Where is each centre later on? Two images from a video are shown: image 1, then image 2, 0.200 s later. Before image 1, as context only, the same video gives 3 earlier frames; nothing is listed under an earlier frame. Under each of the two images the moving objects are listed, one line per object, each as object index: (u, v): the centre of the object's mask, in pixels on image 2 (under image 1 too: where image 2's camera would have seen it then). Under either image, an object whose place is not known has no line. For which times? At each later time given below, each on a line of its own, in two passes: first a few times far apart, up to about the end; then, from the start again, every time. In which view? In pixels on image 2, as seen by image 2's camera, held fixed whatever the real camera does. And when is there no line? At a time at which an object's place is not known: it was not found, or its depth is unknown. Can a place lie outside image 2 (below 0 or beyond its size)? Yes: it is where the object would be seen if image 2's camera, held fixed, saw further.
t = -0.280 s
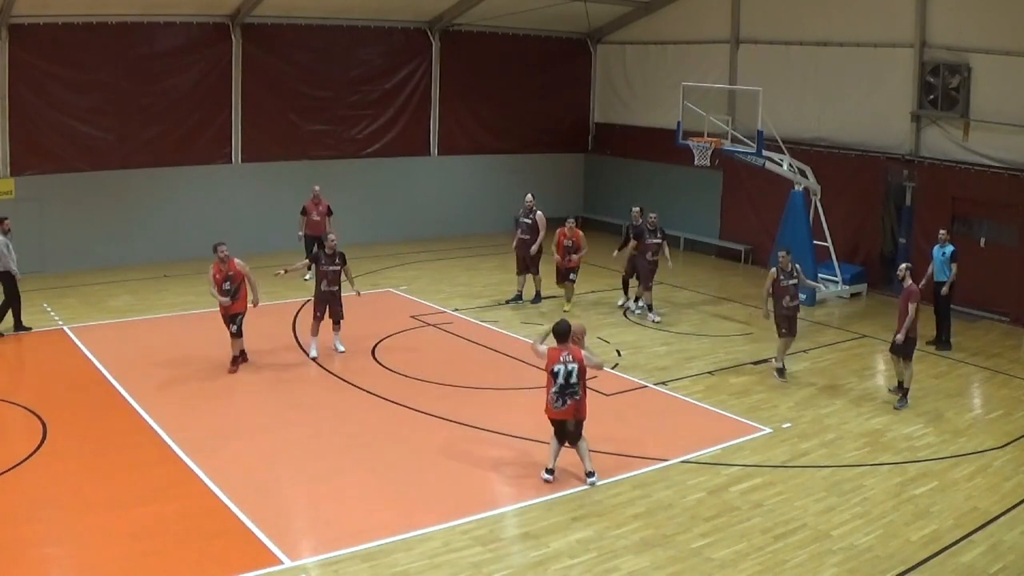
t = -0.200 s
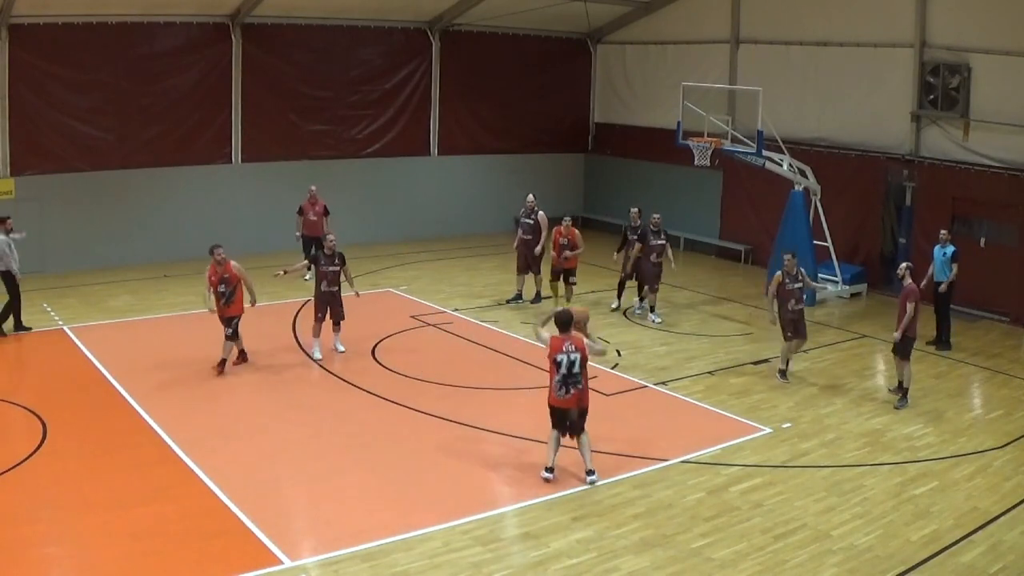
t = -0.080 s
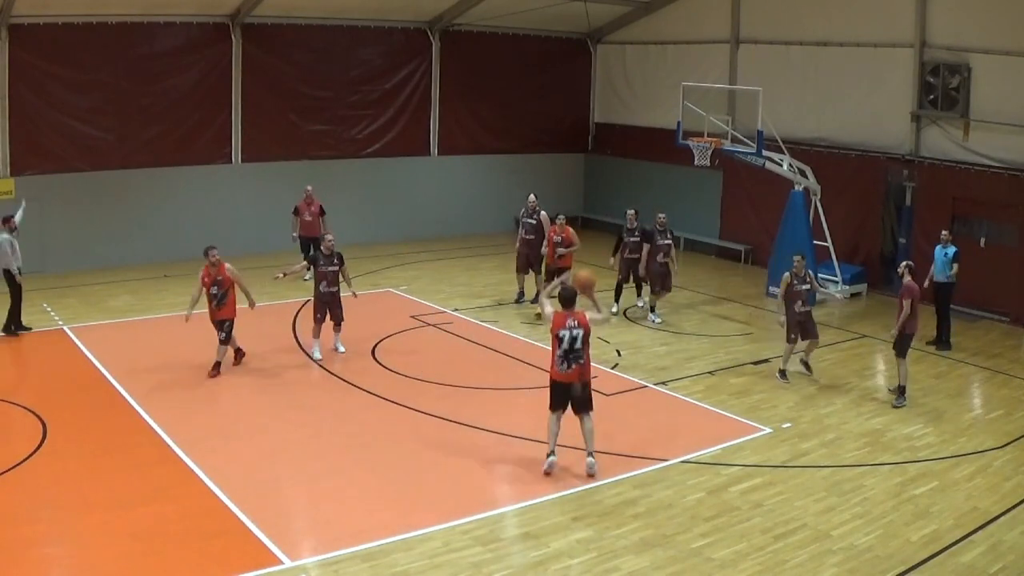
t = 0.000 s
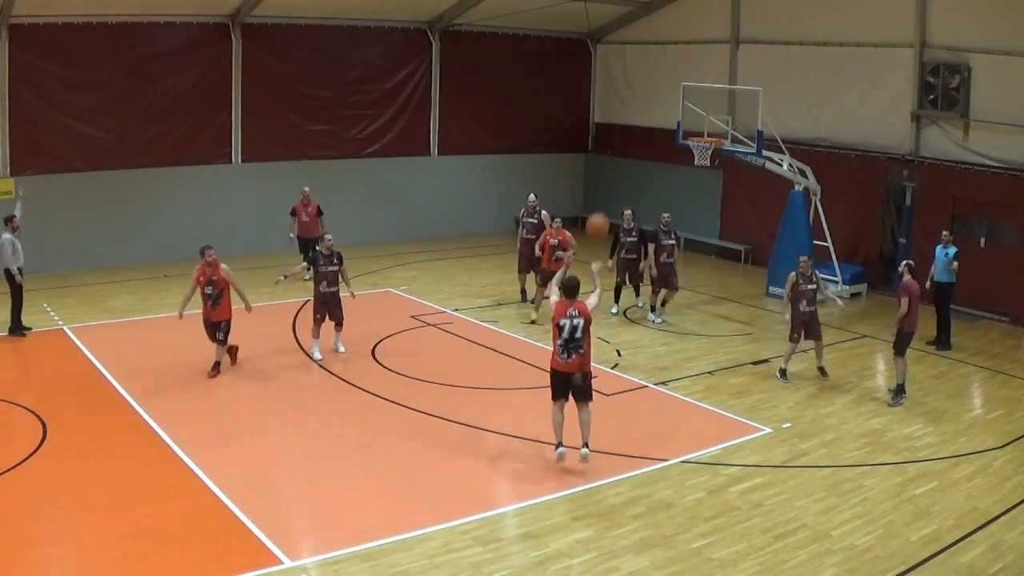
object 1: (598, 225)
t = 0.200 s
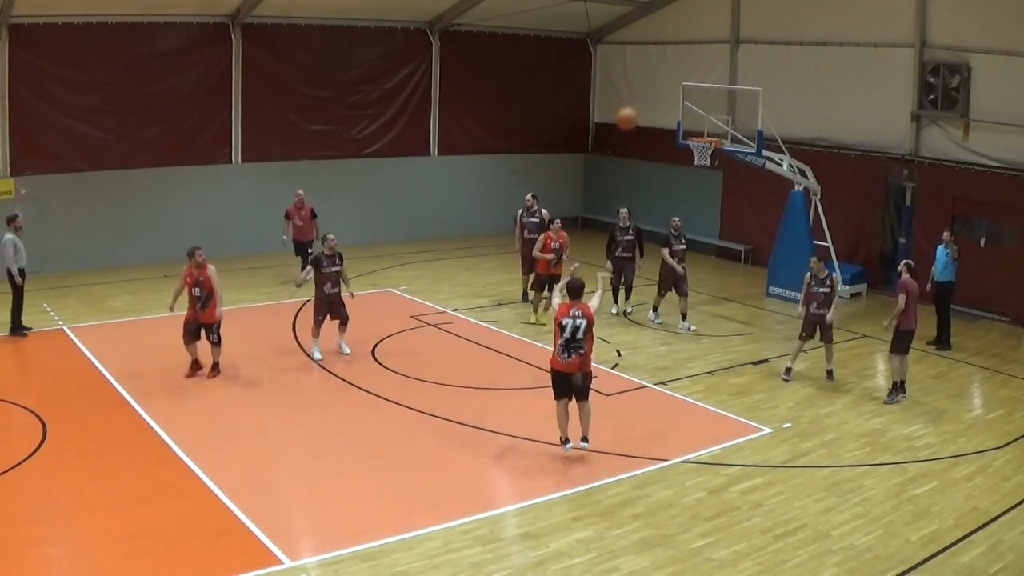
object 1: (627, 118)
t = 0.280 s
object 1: (637, 90)
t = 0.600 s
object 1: (666, 42)
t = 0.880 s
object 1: (685, 63)
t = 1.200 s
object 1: (697, 133)
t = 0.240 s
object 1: (633, 103)
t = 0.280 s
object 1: (637, 90)
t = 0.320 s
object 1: (642, 78)
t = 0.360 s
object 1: (646, 69)
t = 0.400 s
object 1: (652, 61)
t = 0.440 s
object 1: (653, 55)
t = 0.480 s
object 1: (657, 49)
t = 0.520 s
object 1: (661, 45)
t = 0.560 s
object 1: (663, 43)
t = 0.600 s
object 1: (666, 42)
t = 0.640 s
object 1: (670, 42)
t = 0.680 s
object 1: (672, 43)
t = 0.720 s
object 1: (675, 45)
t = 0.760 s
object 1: (677, 48)
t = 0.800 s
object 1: (681, 53)
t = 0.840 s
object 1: (682, 57)
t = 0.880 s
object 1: (685, 63)
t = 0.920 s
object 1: (686, 69)
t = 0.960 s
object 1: (688, 76)
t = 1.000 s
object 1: (690, 85)
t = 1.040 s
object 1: (692, 94)
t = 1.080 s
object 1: (693, 103)
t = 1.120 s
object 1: (694, 114)
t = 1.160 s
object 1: (697, 124)
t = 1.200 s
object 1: (697, 133)
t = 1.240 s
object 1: (708, 139)
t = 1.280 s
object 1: (705, 158)
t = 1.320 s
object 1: (710, 163)
